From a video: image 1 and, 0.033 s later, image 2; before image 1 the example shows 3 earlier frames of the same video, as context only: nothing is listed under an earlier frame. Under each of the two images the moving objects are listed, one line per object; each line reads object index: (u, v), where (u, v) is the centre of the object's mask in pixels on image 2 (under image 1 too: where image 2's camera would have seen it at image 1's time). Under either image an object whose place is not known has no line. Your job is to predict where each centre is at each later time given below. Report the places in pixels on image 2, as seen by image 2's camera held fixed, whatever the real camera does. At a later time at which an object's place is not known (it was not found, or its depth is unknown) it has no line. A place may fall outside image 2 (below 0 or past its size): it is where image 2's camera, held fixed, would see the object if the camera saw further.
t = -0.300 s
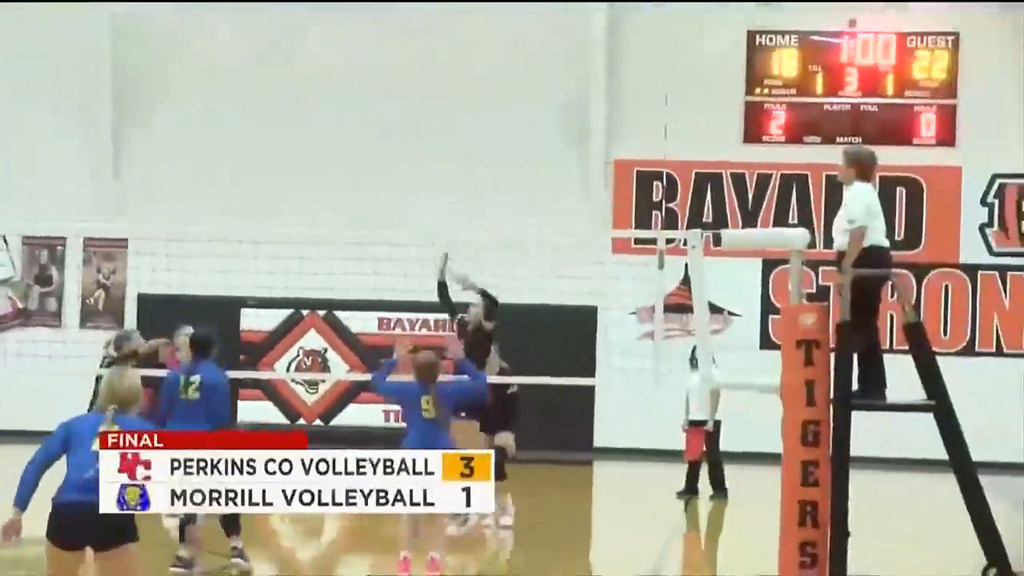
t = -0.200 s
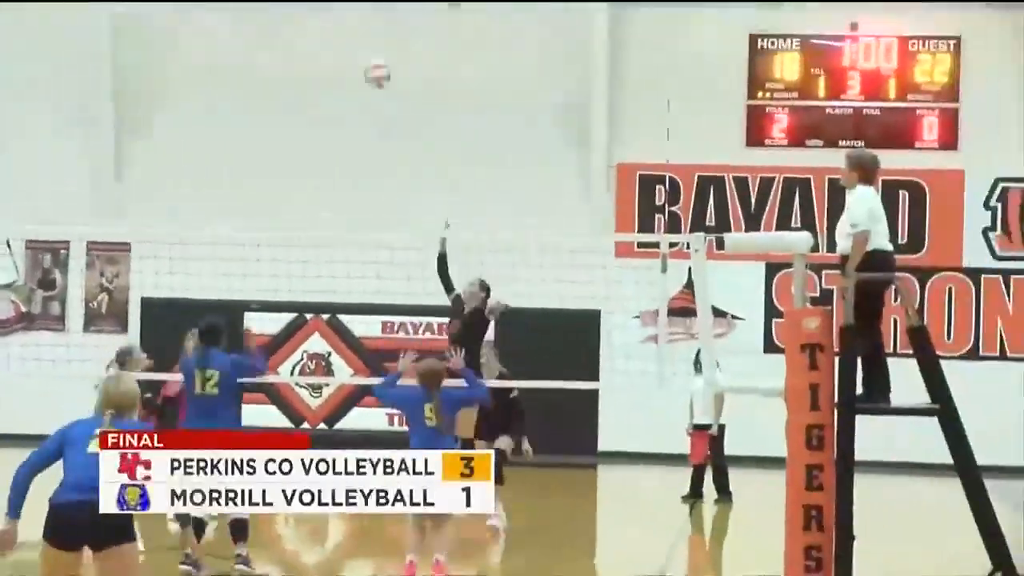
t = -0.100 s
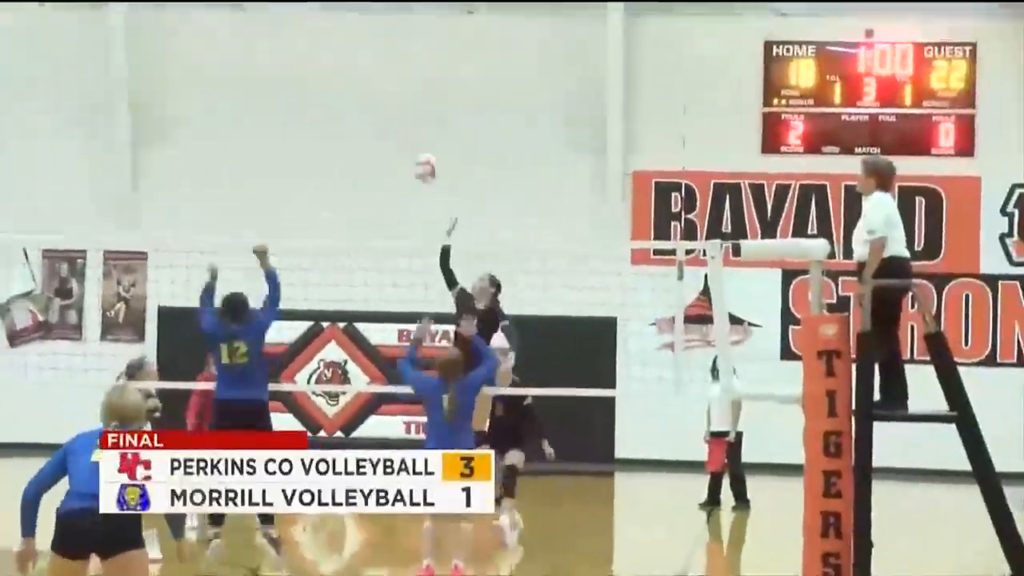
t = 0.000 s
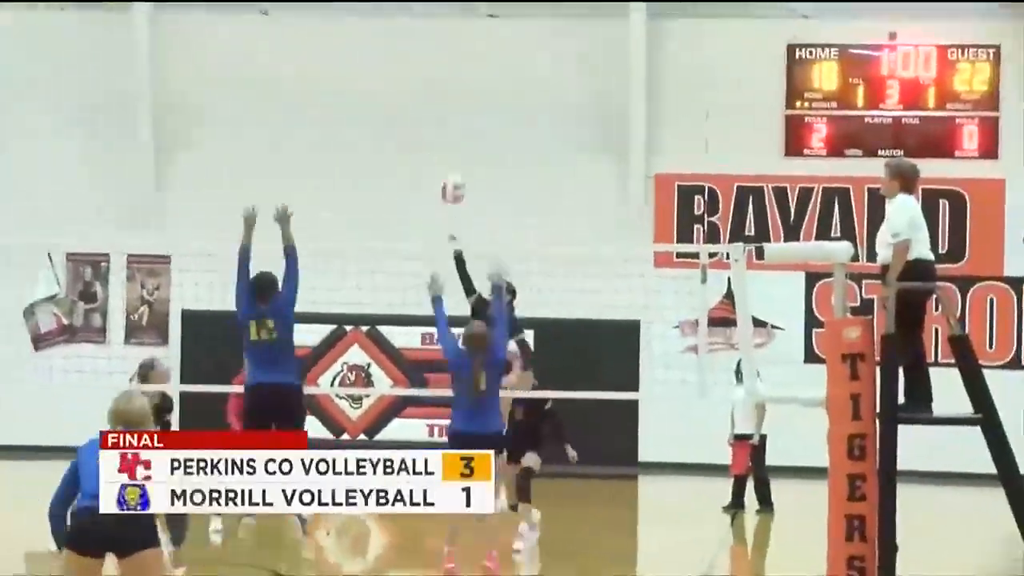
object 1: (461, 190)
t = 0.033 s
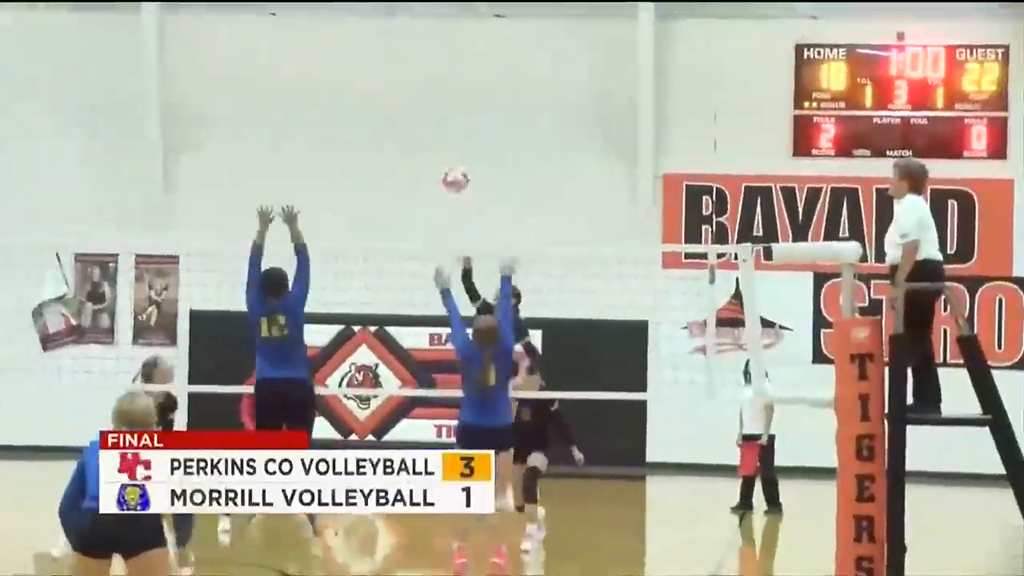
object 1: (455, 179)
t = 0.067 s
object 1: (450, 171)
